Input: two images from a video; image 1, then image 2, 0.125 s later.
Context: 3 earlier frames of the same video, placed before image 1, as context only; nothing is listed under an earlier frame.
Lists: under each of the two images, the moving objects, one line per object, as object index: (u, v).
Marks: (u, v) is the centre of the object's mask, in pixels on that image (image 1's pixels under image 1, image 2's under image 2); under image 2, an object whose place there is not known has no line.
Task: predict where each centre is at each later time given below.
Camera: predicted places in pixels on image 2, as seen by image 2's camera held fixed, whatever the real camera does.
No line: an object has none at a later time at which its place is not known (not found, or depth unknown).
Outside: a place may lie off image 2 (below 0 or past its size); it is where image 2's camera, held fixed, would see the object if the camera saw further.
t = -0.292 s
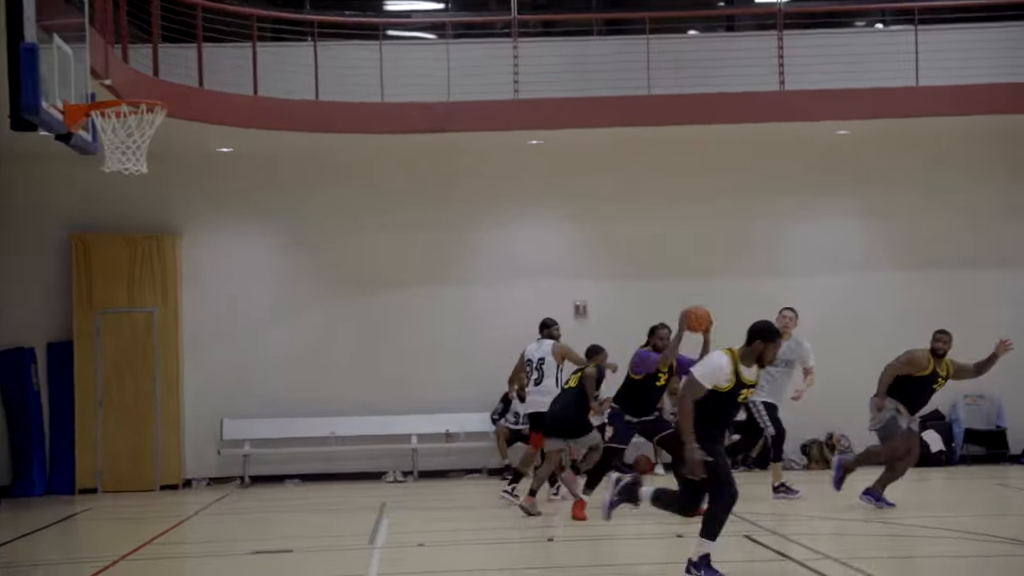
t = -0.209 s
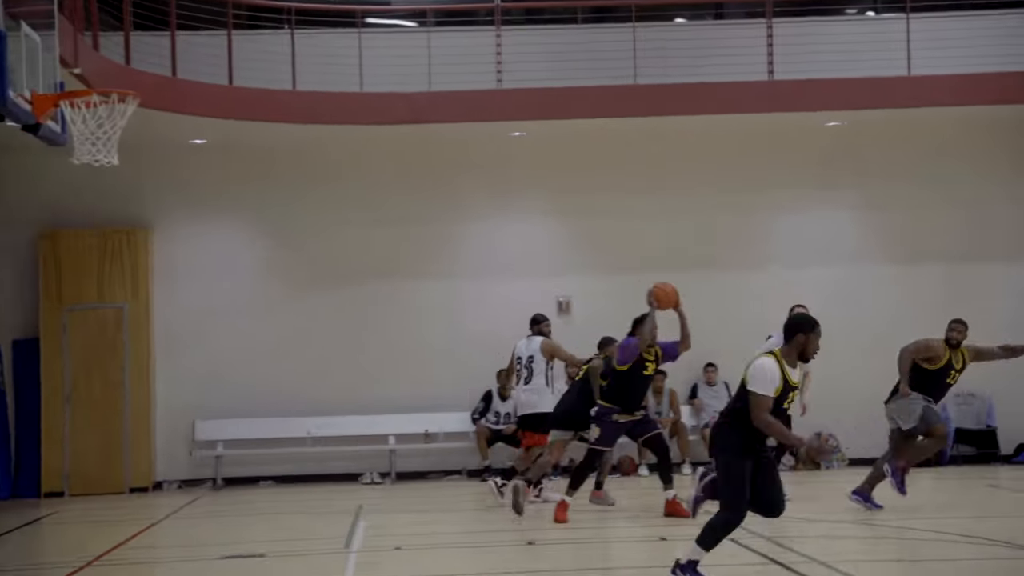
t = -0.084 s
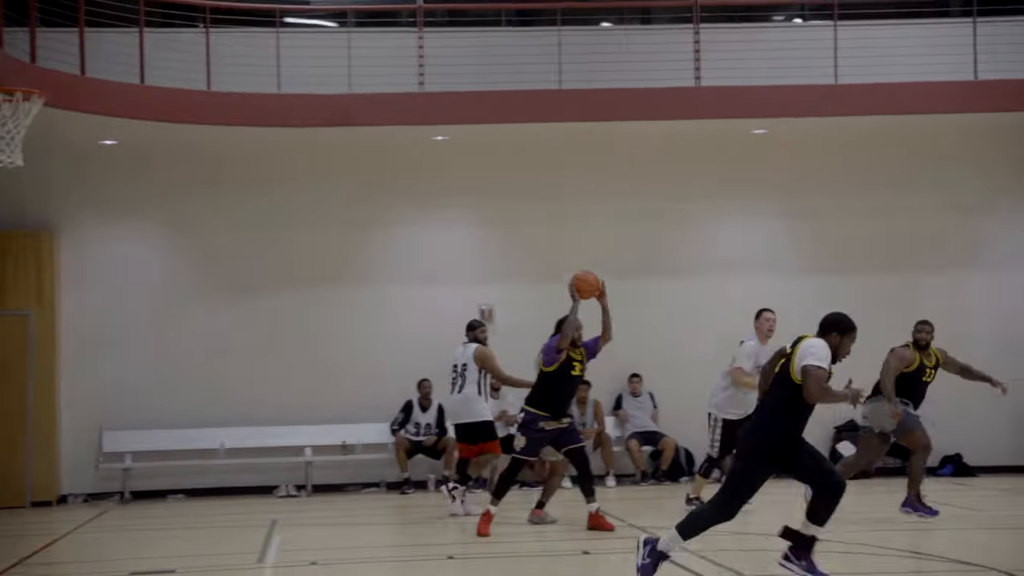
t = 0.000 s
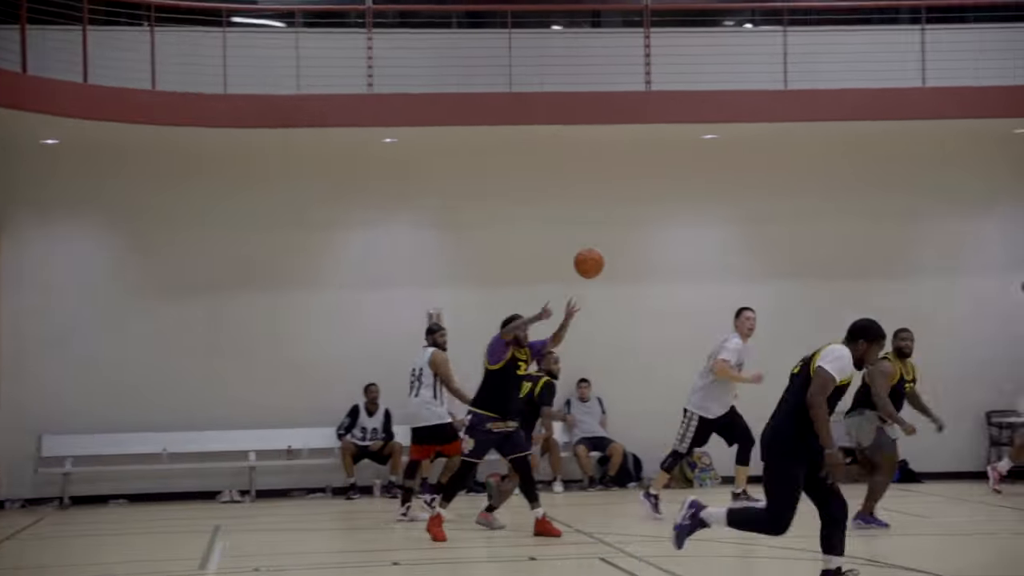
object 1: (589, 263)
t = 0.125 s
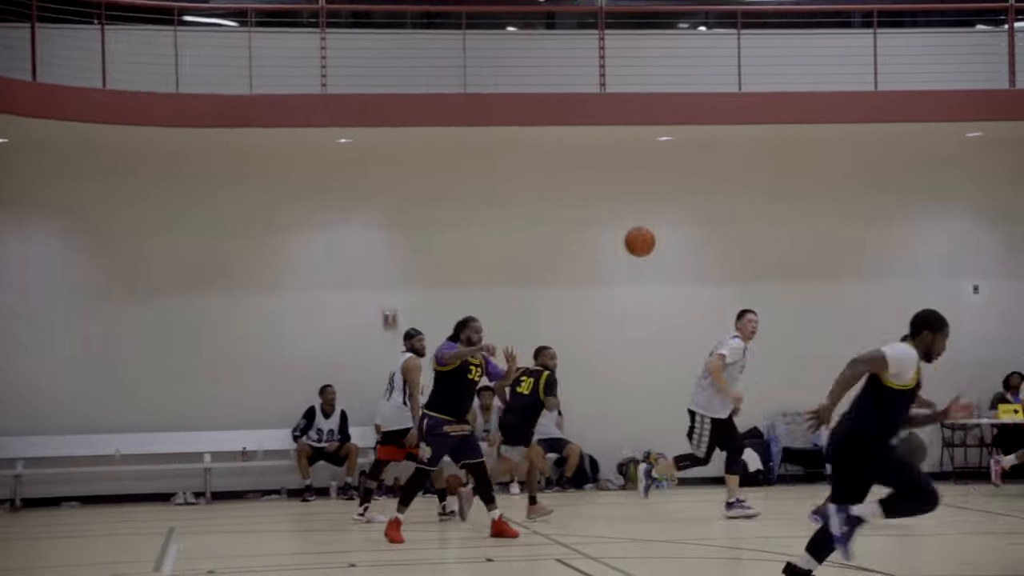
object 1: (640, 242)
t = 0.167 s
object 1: (673, 238)
